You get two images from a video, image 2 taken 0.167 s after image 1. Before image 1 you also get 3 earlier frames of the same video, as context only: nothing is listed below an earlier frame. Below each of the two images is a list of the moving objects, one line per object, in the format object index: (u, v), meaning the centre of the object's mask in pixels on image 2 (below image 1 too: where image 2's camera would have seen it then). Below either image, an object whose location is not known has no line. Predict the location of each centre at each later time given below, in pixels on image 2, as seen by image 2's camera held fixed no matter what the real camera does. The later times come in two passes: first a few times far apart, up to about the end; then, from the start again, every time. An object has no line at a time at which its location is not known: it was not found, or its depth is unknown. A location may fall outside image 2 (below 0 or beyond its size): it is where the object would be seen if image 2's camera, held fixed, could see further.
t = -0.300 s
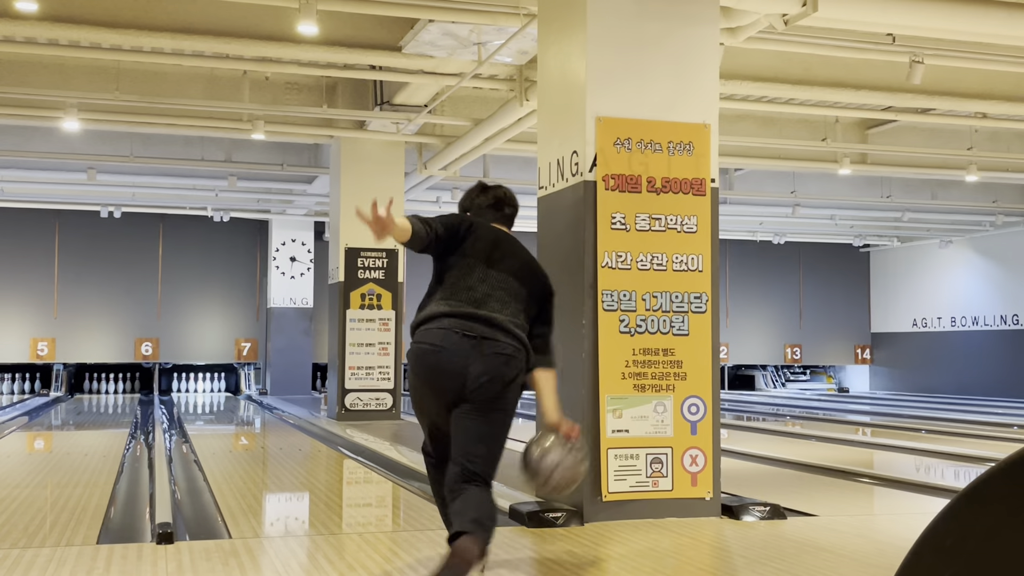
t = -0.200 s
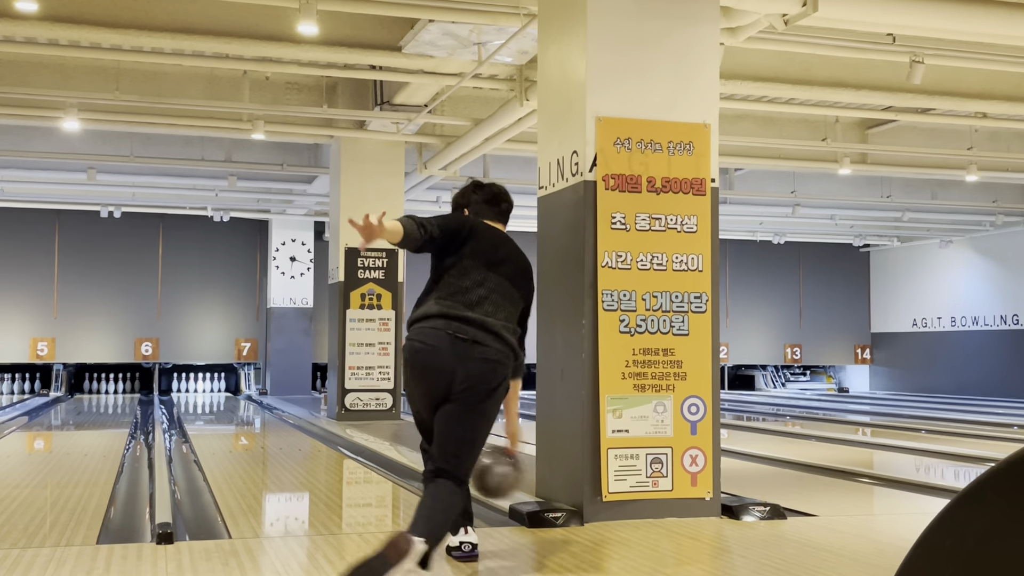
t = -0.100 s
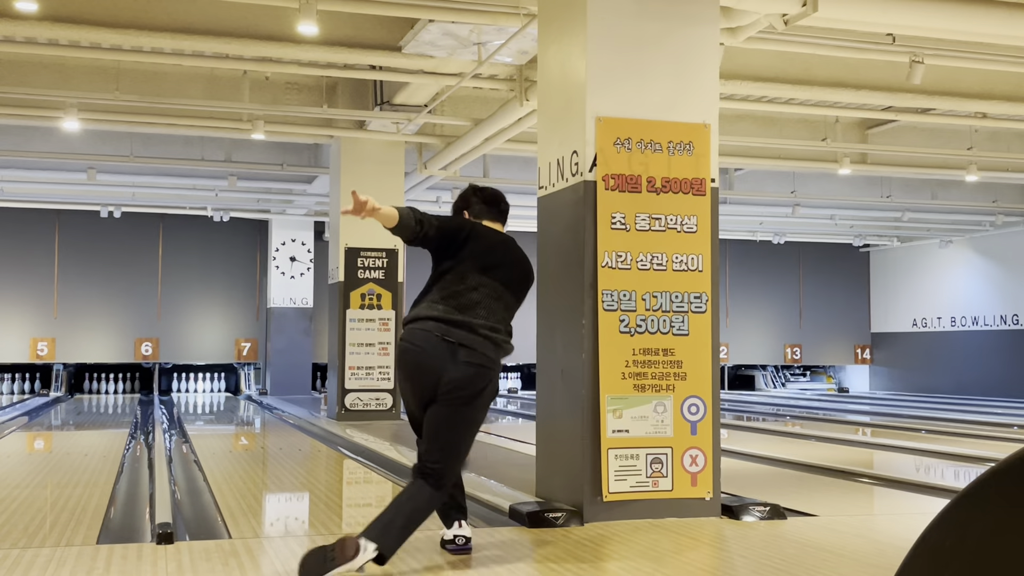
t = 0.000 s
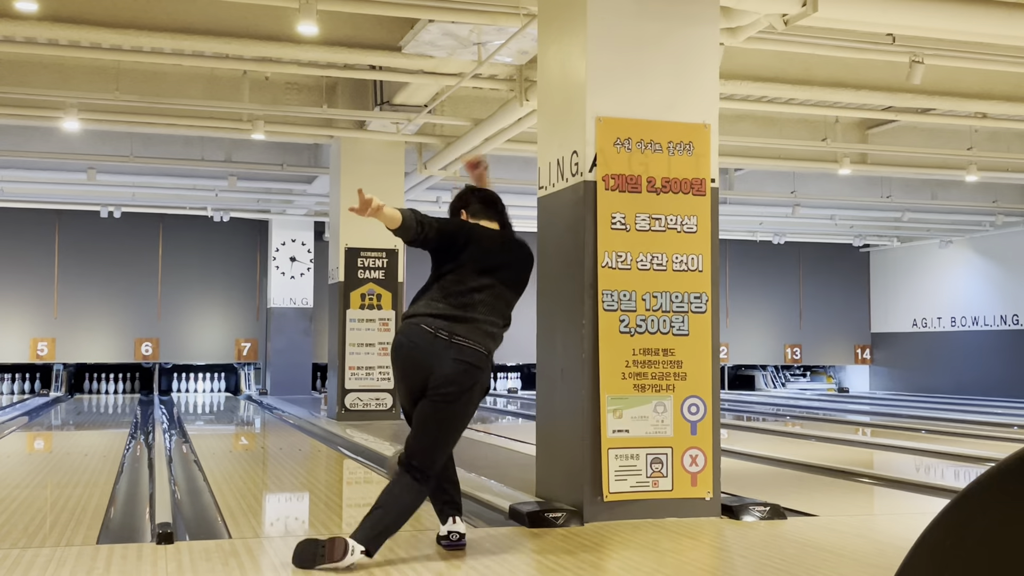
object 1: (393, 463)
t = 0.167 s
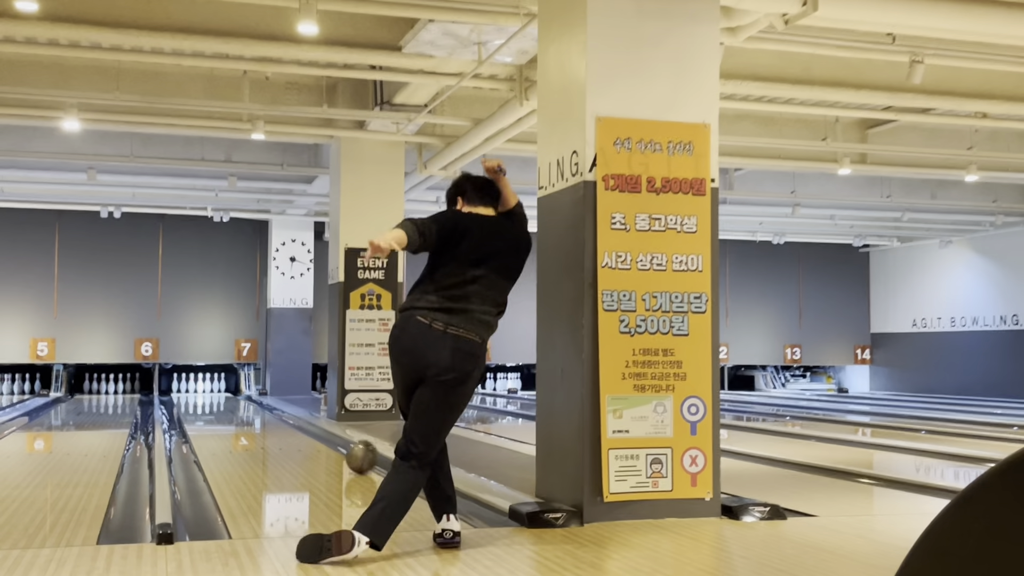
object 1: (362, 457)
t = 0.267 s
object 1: (341, 446)
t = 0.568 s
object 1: (300, 426)
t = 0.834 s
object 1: (275, 414)
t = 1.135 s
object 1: (254, 405)
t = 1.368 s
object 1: (241, 399)
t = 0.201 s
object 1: (355, 454)
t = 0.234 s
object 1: (349, 450)
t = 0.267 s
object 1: (341, 446)
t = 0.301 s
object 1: (336, 444)
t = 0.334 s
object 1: (331, 441)
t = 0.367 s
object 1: (325, 439)
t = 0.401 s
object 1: (321, 436)
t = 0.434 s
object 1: (316, 434)
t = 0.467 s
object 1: (312, 432)
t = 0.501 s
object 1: (308, 430)
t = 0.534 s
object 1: (304, 428)
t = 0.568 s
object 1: (300, 426)
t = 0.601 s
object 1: (296, 424)
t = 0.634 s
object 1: (292, 422)
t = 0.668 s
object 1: (289, 421)
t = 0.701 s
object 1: (286, 419)
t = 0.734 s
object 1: (282, 418)
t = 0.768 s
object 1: (280, 417)
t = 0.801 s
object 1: (277, 415)
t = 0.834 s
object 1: (275, 414)
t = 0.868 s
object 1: (272, 413)
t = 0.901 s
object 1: (269, 411)
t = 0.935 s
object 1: (267, 410)
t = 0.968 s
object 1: (264, 410)
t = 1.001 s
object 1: (262, 409)
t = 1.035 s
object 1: (259, 408)
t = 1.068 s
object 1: (258, 407)
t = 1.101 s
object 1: (256, 406)
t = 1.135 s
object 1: (254, 405)
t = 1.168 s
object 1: (252, 404)
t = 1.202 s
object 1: (249, 402)
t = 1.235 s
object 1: (247, 402)
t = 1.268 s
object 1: (246, 402)
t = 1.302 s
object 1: (245, 401)
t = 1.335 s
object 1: (243, 400)
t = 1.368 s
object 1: (241, 399)
